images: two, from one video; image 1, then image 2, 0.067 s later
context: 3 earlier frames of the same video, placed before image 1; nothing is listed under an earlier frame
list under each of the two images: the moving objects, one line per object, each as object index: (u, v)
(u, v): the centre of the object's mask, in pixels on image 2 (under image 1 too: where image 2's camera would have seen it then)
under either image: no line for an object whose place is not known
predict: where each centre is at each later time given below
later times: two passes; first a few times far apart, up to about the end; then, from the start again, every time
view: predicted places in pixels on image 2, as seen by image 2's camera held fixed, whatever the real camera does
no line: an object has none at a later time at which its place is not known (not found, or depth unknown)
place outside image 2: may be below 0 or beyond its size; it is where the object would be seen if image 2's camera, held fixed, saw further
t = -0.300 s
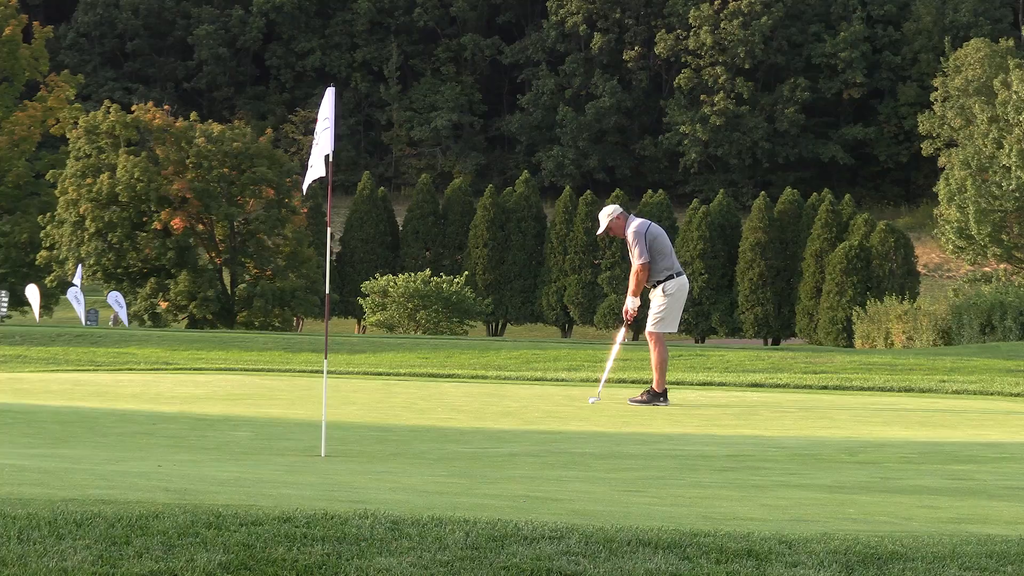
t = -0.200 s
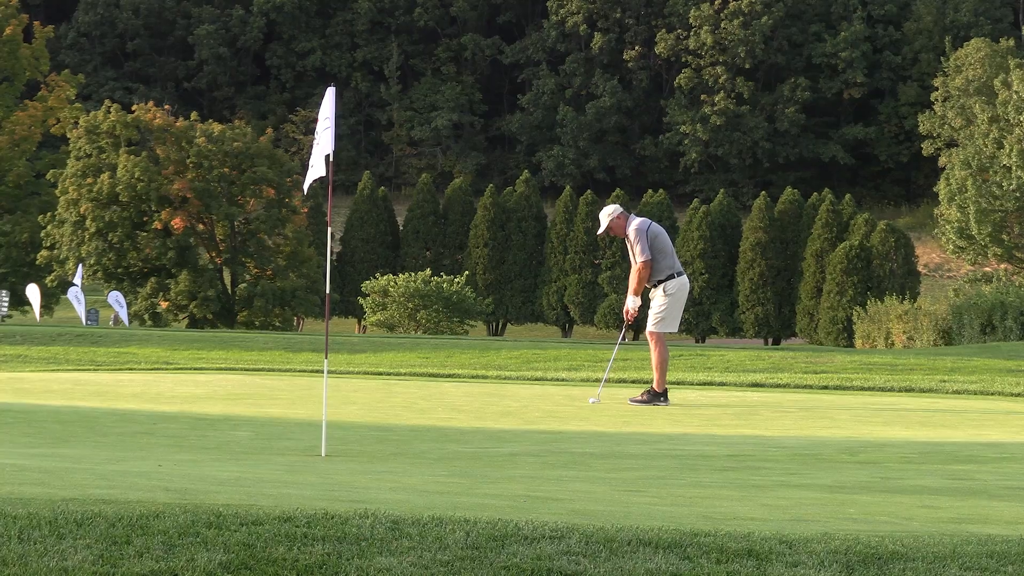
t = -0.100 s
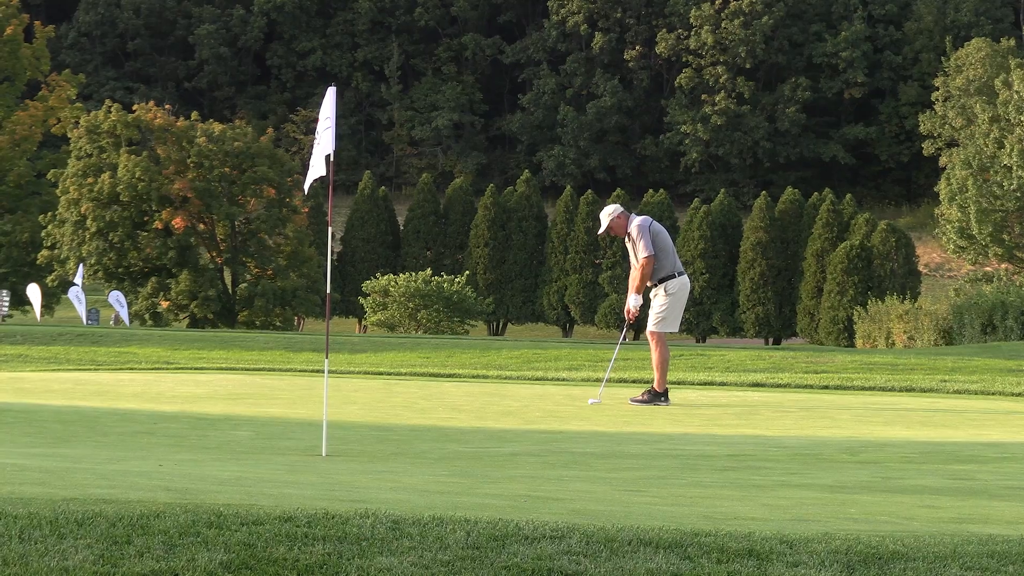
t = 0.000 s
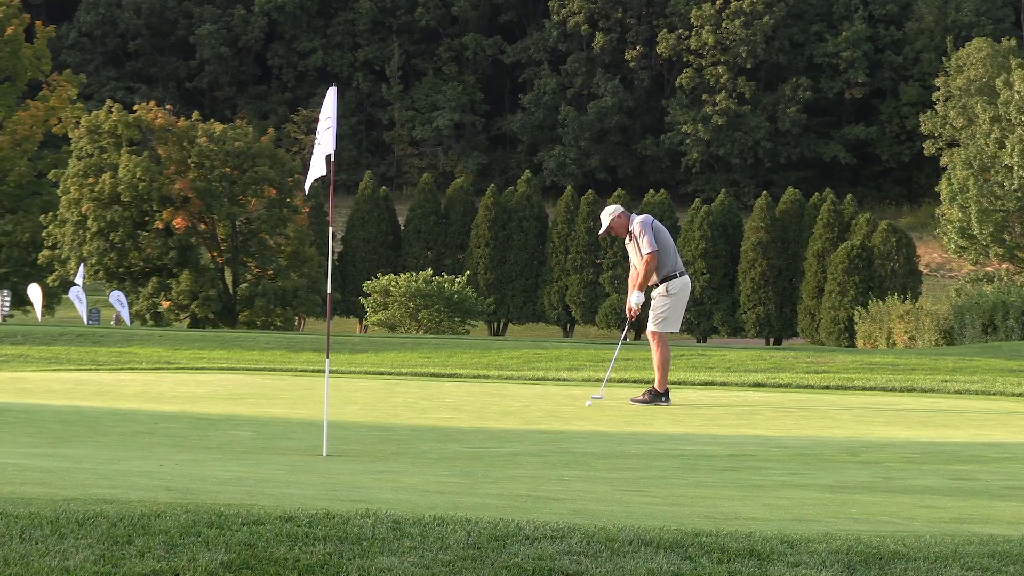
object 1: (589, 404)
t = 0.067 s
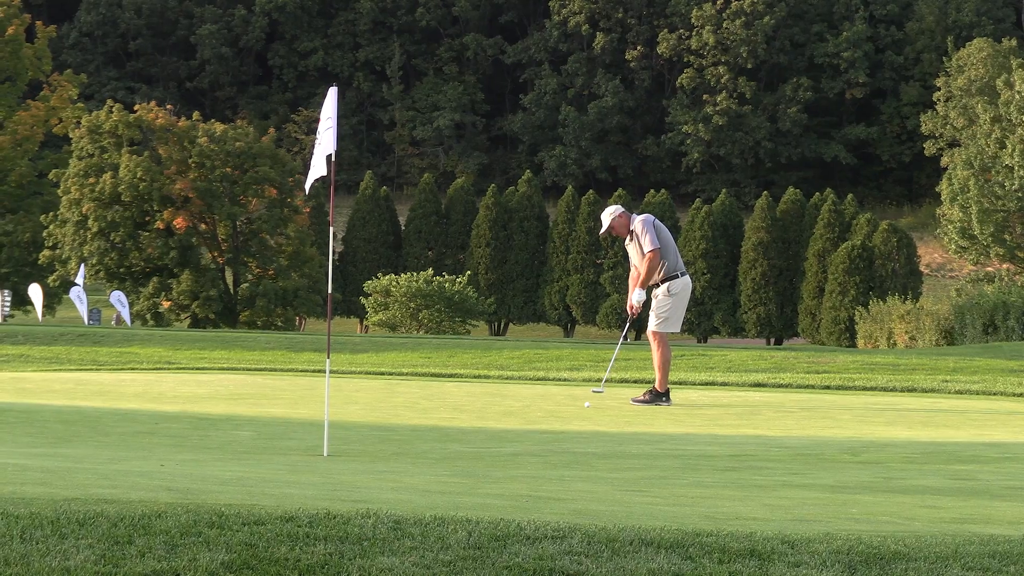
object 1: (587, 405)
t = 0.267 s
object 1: (582, 408)
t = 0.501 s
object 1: (575, 412)
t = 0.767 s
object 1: (565, 416)
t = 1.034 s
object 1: (554, 420)
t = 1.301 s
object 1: (543, 423)
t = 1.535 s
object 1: (534, 426)
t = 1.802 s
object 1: (522, 429)
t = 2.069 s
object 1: (509, 431)
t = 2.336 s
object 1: (496, 433)
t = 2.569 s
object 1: (484, 435)
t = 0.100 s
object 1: (586, 405)
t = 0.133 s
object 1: (585, 406)
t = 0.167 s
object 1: (584, 406)
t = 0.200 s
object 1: (584, 407)
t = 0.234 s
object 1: (583, 408)
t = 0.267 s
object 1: (582, 408)
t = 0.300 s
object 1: (581, 409)
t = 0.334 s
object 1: (580, 409)
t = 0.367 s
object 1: (579, 410)
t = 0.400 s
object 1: (578, 410)
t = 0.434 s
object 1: (577, 411)
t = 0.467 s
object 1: (576, 411)
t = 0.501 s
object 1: (575, 412)
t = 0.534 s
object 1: (574, 413)
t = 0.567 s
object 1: (572, 413)
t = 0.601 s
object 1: (571, 414)
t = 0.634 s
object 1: (570, 414)
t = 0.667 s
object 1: (569, 415)
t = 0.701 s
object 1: (568, 415)
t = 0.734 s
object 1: (566, 416)
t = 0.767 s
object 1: (565, 416)
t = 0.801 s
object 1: (564, 416)
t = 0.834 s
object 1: (562, 417)
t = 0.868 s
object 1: (561, 417)
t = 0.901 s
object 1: (560, 418)
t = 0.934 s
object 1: (558, 419)
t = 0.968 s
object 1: (557, 419)
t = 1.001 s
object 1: (556, 420)
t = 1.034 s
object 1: (554, 420)
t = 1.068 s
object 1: (553, 420)
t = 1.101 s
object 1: (552, 421)
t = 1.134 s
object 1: (550, 421)
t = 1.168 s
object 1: (549, 422)
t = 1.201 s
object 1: (548, 422)
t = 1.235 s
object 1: (546, 422)
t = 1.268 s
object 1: (545, 423)
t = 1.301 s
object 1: (543, 423)
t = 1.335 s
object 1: (542, 424)
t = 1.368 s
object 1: (541, 424)
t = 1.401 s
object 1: (539, 424)
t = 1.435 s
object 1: (538, 425)
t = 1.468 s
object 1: (536, 425)
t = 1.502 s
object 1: (535, 425)
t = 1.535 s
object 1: (534, 426)
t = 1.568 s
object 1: (532, 426)
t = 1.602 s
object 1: (531, 427)
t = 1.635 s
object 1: (530, 427)
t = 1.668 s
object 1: (528, 427)
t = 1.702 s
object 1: (526, 428)
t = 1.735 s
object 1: (525, 428)
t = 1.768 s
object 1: (523, 428)
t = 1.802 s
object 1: (522, 429)
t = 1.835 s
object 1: (520, 429)
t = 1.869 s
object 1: (519, 429)
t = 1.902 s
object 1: (517, 430)
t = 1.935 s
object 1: (516, 429)
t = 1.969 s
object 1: (514, 430)
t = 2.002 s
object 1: (513, 430)
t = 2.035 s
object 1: (511, 431)
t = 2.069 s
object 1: (509, 431)
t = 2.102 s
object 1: (508, 431)
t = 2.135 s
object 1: (506, 432)
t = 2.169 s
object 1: (505, 432)
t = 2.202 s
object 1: (503, 432)
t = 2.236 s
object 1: (501, 433)
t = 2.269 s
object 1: (500, 433)
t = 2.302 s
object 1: (498, 433)
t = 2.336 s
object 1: (496, 433)
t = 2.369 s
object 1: (495, 433)
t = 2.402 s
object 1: (493, 434)
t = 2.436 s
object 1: (491, 434)
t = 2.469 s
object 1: (489, 434)
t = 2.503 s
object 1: (487, 435)
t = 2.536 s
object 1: (485, 435)
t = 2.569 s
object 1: (484, 435)
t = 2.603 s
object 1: (482, 435)
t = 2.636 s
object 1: (480, 436)
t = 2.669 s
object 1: (478, 436)
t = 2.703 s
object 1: (477, 436)
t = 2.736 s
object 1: (475, 437)
